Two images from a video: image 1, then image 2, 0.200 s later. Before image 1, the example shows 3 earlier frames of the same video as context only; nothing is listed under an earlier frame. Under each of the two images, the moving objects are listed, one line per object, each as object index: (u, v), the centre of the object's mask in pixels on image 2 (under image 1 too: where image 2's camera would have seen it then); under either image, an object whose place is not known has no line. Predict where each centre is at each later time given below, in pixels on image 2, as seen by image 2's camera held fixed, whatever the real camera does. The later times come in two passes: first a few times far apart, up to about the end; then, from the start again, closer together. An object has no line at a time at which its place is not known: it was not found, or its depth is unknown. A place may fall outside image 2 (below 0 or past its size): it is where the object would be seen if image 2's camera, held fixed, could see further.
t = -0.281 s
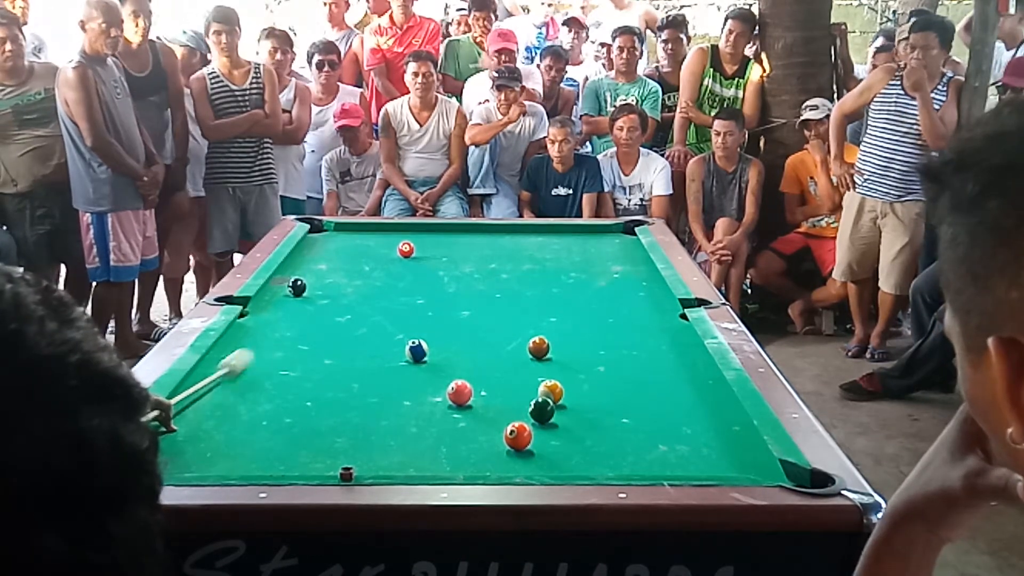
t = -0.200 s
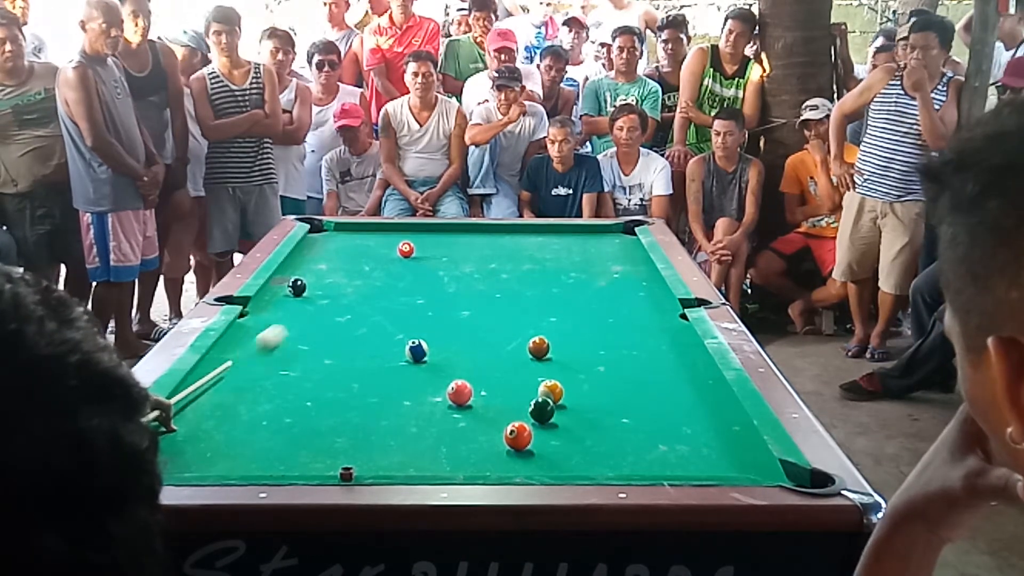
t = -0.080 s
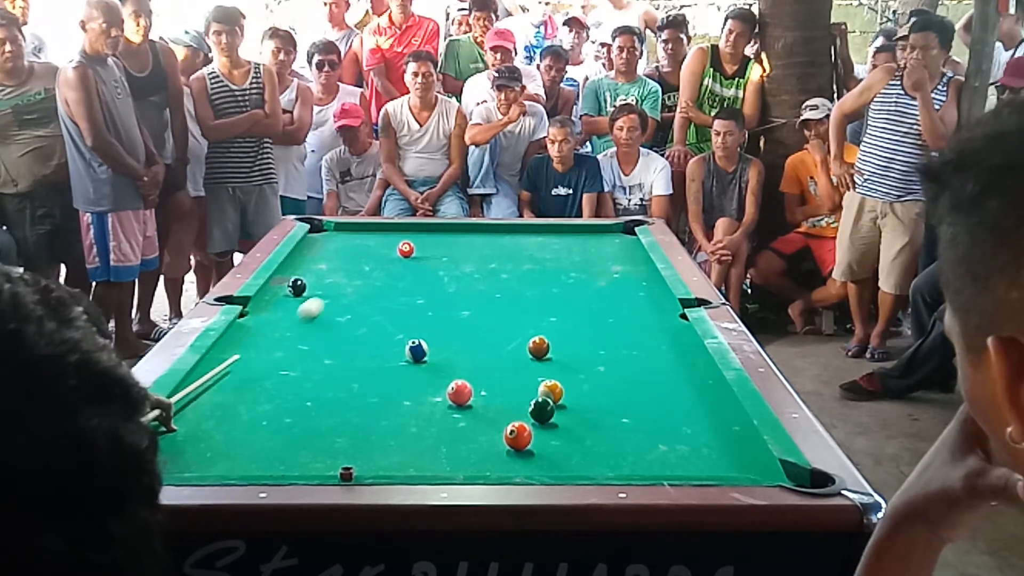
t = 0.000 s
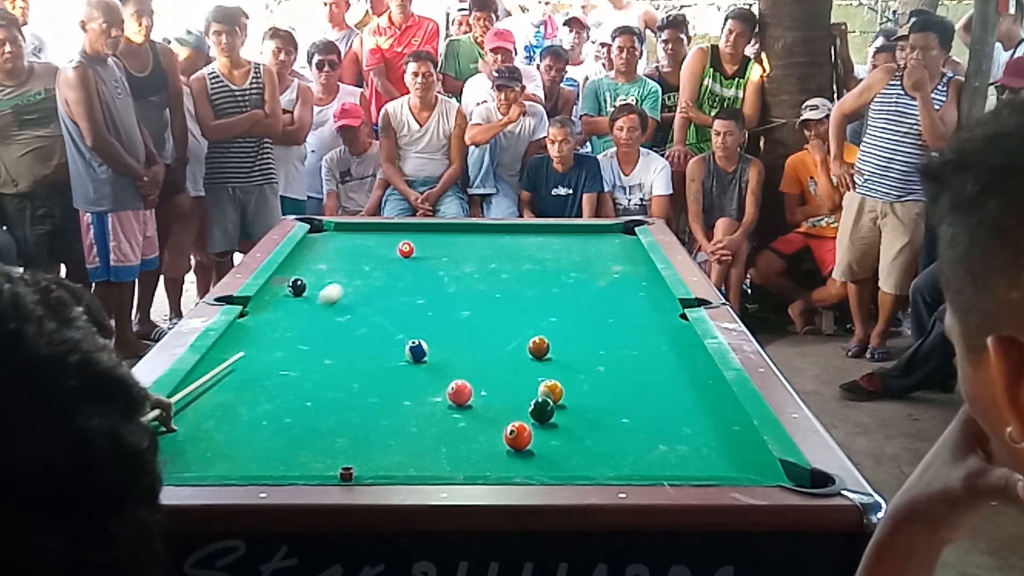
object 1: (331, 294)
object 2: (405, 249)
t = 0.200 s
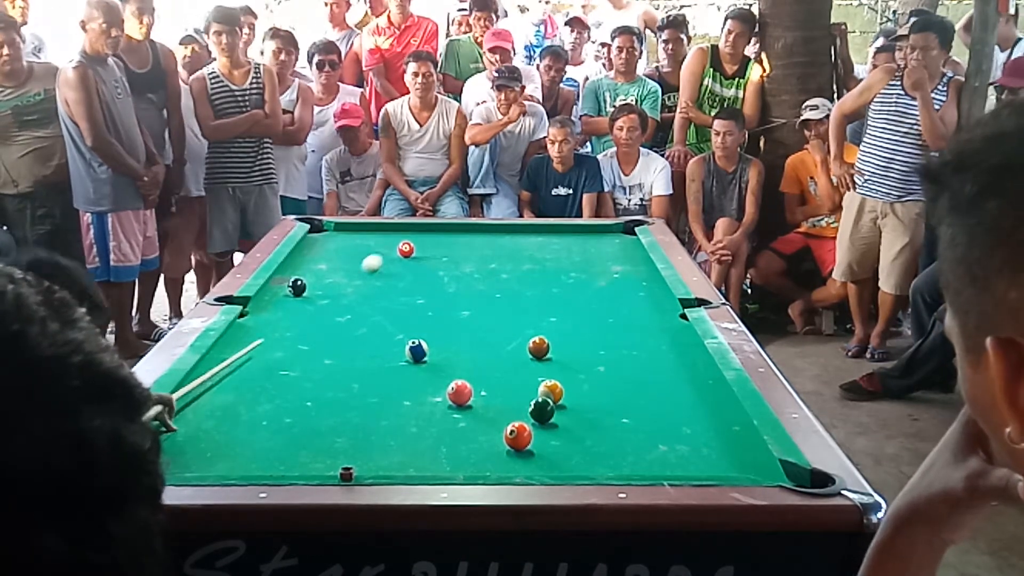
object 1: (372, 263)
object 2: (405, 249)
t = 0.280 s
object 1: (385, 253)
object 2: (406, 249)
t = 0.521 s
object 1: (378, 230)
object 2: (450, 246)
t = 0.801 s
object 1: (341, 238)
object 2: (499, 242)
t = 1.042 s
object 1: (304, 251)
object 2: (538, 239)
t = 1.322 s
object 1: (304, 265)
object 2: (581, 236)
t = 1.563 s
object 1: (312, 276)
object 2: (614, 233)
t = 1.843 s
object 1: (320, 292)
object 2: (614, 231)
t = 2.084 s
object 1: (328, 305)
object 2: (596, 230)
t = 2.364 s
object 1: (339, 322)
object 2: (577, 229)
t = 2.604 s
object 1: (348, 337)
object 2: (565, 228)
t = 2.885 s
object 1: (360, 355)
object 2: (555, 229)
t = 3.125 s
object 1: (371, 371)
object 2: (548, 229)
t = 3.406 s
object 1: (384, 392)
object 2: (541, 229)
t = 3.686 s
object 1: (399, 413)
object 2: (536, 230)
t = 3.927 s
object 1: (412, 433)
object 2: (532, 230)
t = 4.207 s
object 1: (428, 457)
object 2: (530, 230)
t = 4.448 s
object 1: (443, 466)
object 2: (530, 230)
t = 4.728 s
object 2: (535, 230)
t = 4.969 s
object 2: (530, 230)
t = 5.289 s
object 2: (535, 231)
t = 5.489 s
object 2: (531, 230)
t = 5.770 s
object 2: (530, 230)
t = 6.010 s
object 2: (530, 230)
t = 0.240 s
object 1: (379, 258)
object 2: (405, 249)
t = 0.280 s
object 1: (385, 253)
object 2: (406, 249)
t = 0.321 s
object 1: (388, 248)
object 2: (410, 248)
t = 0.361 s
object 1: (385, 245)
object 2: (419, 248)
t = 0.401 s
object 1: (382, 241)
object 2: (427, 247)
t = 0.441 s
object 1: (381, 237)
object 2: (436, 247)
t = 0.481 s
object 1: (379, 233)
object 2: (443, 246)
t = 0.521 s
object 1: (378, 230)
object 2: (450, 246)
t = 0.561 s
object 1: (375, 227)
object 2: (457, 245)
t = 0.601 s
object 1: (370, 228)
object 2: (464, 245)
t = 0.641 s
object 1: (365, 230)
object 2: (471, 244)
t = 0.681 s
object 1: (359, 232)
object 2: (479, 243)
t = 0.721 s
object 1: (353, 234)
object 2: (485, 243)
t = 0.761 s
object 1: (347, 236)
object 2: (492, 243)
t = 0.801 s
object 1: (341, 238)
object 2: (499, 242)
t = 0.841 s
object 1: (335, 240)
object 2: (505, 242)
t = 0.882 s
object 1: (329, 242)
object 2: (512, 241)
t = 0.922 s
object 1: (322, 245)
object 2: (519, 241)
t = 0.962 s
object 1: (316, 247)
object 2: (525, 240)
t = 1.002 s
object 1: (310, 249)
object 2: (531, 240)
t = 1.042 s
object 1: (304, 251)
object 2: (538, 239)
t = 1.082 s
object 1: (298, 254)
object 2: (544, 239)
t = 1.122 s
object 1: (298, 255)
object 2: (551, 238)
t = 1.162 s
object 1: (299, 257)
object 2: (556, 238)
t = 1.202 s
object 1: (300, 259)
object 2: (562, 238)
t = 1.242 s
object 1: (301, 261)
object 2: (568, 237)
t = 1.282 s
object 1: (303, 263)
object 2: (575, 237)
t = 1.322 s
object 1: (304, 265)
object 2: (581, 236)
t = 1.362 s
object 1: (305, 267)
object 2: (587, 236)
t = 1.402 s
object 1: (306, 269)
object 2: (592, 235)
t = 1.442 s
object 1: (307, 271)
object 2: (598, 235)
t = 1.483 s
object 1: (309, 273)
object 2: (603, 234)
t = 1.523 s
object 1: (310, 275)
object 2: (609, 234)
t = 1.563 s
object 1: (312, 276)
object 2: (614, 233)
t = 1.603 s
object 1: (313, 279)
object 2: (620, 233)
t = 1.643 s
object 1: (314, 281)
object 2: (625, 232)
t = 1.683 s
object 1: (315, 283)
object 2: (627, 232)
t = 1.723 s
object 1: (316, 285)
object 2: (624, 232)
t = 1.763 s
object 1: (318, 287)
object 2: (621, 232)
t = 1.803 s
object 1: (319, 290)
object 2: (618, 232)
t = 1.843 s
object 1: (320, 292)
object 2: (614, 231)
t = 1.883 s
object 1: (321, 294)
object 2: (611, 231)
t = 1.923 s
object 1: (323, 296)
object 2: (608, 231)
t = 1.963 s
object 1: (324, 299)
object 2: (605, 231)
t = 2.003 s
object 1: (326, 301)
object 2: (602, 230)
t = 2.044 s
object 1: (327, 303)
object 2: (599, 230)
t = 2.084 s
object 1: (328, 305)
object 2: (596, 230)
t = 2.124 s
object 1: (330, 307)
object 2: (593, 230)
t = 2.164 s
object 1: (331, 310)
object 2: (591, 230)
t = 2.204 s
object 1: (333, 312)
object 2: (588, 229)
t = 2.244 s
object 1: (334, 315)
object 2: (585, 229)
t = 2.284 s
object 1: (336, 317)
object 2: (582, 229)
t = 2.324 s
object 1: (337, 319)
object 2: (580, 229)
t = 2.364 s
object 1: (339, 322)
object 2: (577, 229)
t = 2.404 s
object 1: (340, 324)
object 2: (575, 228)
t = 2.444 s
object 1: (342, 326)
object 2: (572, 228)
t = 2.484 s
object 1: (343, 329)
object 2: (570, 228)
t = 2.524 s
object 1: (345, 332)
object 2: (569, 228)
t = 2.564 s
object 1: (347, 334)
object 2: (567, 228)
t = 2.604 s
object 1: (348, 337)
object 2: (565, 228)
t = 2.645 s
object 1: (350, 339)
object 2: (564, 229)
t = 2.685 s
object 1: (351, 342)
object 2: (562, 229)
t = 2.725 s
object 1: (353, 344)
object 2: (561, 229)
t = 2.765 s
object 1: (355, 347)
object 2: (559, 229)
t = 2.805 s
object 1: (357, 350)
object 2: (558, 229)
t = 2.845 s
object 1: (358, 352)
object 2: (556, 229)
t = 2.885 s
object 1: (360, 355)
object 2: (555, 229)
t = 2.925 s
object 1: (362, 357)
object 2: (554, 229)
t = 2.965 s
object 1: (364, 360)
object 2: (553, 229)
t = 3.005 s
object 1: (365, 363)
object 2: (552, 229)
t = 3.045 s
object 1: (367, 366)
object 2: (550, 229)
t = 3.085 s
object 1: (369, 369)
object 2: (549, 229)
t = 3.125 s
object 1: (371, 371)
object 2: (548, 229)
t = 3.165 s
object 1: (373, 374)
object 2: (547, 229)
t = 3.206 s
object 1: (375, 377)
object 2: (546, 229)
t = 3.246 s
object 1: (376, 380)
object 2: (545, 229)
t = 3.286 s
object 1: (378, 383)
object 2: (544, 229)
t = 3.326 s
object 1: (381, 386)
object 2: (543, 229)
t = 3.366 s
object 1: (382, 389)
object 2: (542, 229)
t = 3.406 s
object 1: (384, 392)
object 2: (541, 229)
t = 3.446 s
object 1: (386, 394)
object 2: (540, 229)
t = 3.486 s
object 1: (388, 398)
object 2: (539, 229)
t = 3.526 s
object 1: (390, 401)
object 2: (538, 229)
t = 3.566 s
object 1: (392, 404)
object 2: (538, 229)
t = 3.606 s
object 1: (395, 407)
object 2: (537, 229)
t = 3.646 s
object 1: (396, 410)
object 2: (536, 229)
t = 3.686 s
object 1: (399, 413)
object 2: (536, 230)
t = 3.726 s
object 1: (401, 416)
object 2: (535, 229)
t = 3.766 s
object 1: (403, 420)
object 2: (534, 230)
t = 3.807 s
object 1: (405, 423)
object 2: (534, 230)
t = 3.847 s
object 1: (408, 426)
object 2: (533, 230)
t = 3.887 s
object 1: (409, 430)
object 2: (533, 229)
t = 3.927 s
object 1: (412, 433)
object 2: (532, 230)
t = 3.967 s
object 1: (414, 436)
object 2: (532, 230)
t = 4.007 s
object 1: (417, 440)
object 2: (531, 230)
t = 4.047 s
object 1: (419, 443)
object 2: (531, 230)
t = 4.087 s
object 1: (421, 447)
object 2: (531, 230)
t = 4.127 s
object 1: (424, 450)
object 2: (531, 230)
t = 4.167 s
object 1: (426, 453)
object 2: (530, 230)
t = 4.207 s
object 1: (428, 457)
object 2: (530, 230)
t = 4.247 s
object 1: (430, 460)
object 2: (530, 230)
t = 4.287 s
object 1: (433, 462)
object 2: (530, 230)
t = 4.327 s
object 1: (436, 464)
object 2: (530, 230)
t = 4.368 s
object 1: (438, 465)
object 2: (530, 230)
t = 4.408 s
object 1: (441, 467)
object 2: (530, 230)
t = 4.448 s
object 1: (443, 466)
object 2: (530, 230)
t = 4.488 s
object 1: (446, 465)
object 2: (530, 230)
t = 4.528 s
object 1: (448, 464)
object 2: (530, 230)
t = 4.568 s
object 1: (450, 463)
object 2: (530, 230)
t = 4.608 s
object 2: (530, 230)
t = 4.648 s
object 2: (529, 230)
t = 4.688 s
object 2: (526, 230)
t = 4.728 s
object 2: (535, 230)
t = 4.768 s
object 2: (531, 230)
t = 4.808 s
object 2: (530, 230)
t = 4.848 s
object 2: (530, 230)
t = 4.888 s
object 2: (530, 230)
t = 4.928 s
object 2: (530, 230)
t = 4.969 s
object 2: (530, 230)
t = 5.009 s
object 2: (530, 230)
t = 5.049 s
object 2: (529, 230)
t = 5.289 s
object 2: (535, 231)
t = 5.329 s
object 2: (530, 230)
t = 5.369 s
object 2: (530, 230)
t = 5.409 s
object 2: (531, 230)
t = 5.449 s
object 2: (531, 230)
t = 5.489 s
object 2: (531, 230)
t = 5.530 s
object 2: (531, 230)
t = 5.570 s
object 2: (531, 230)
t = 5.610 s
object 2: (531, 230)
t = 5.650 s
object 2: (530, 230)
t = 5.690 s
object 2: (530, 229)
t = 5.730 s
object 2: (530, 229)
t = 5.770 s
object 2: (530, 230)
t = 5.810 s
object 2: (530, 230)
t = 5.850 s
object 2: (530, 230)
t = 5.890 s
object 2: (530, 230)
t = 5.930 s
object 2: (530, 230)
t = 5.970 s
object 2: (530, 230)
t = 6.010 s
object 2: (530, 230)
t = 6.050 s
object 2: (530, 230)
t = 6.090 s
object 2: (530, 230)
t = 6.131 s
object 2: (530, 230)
